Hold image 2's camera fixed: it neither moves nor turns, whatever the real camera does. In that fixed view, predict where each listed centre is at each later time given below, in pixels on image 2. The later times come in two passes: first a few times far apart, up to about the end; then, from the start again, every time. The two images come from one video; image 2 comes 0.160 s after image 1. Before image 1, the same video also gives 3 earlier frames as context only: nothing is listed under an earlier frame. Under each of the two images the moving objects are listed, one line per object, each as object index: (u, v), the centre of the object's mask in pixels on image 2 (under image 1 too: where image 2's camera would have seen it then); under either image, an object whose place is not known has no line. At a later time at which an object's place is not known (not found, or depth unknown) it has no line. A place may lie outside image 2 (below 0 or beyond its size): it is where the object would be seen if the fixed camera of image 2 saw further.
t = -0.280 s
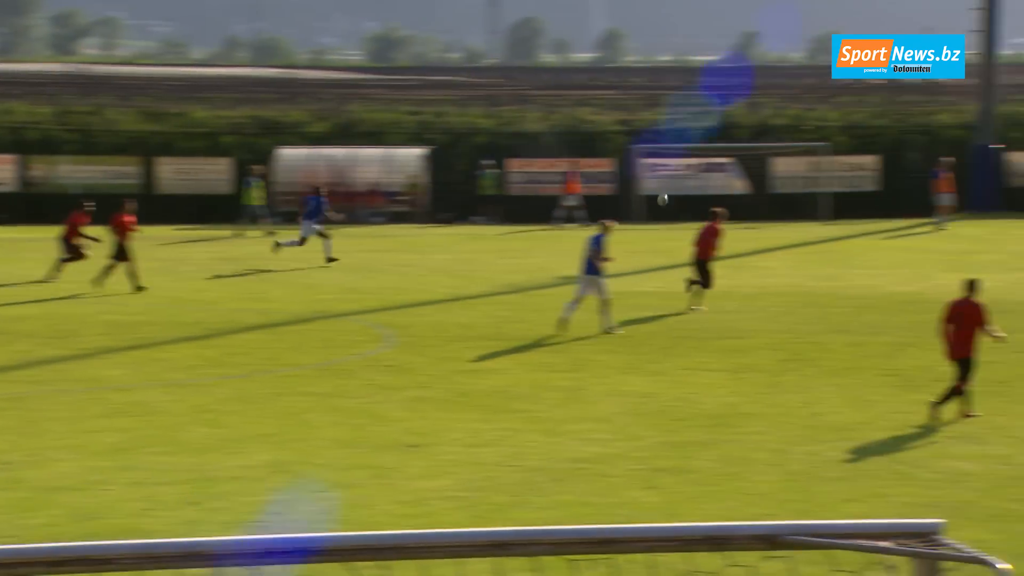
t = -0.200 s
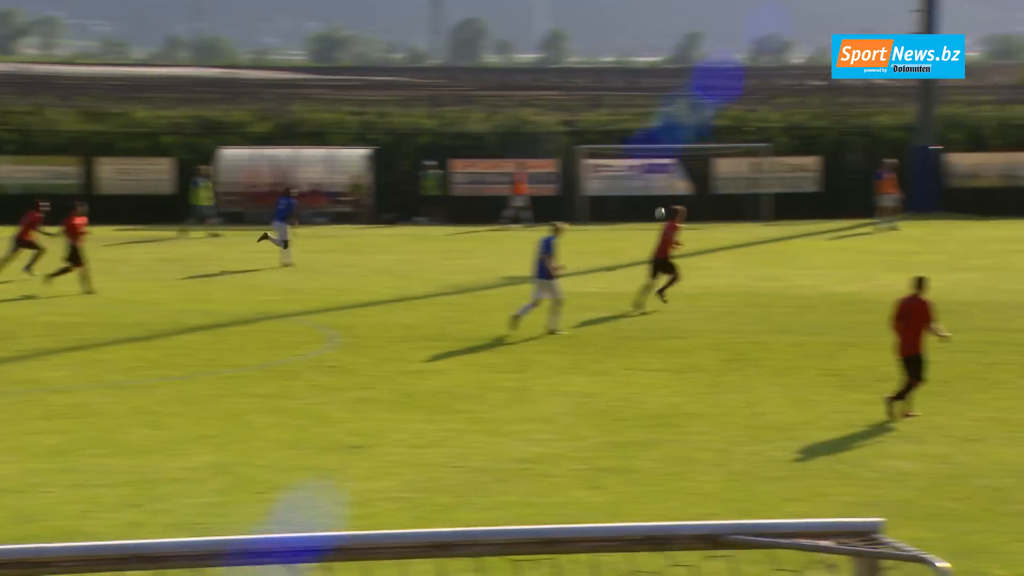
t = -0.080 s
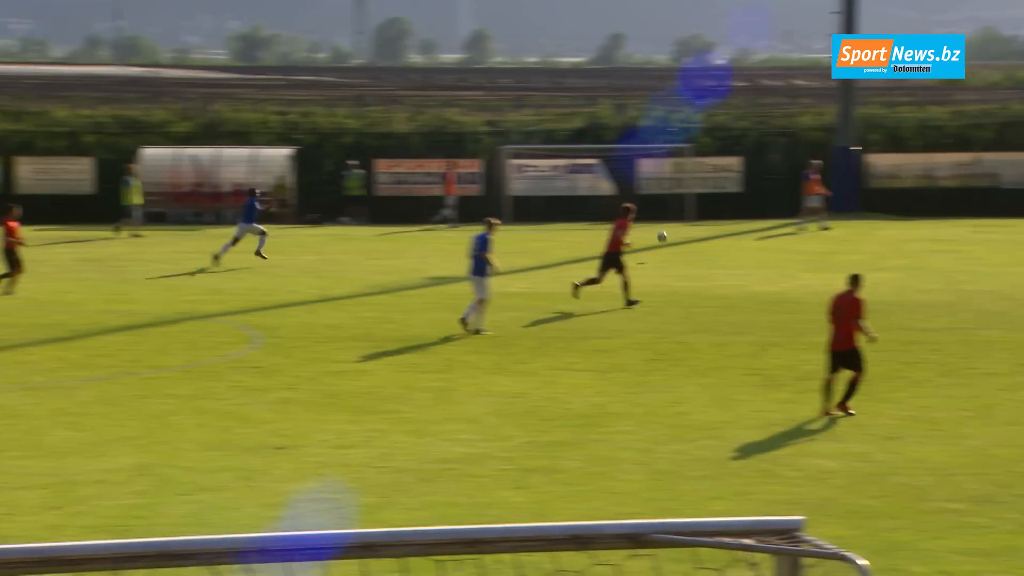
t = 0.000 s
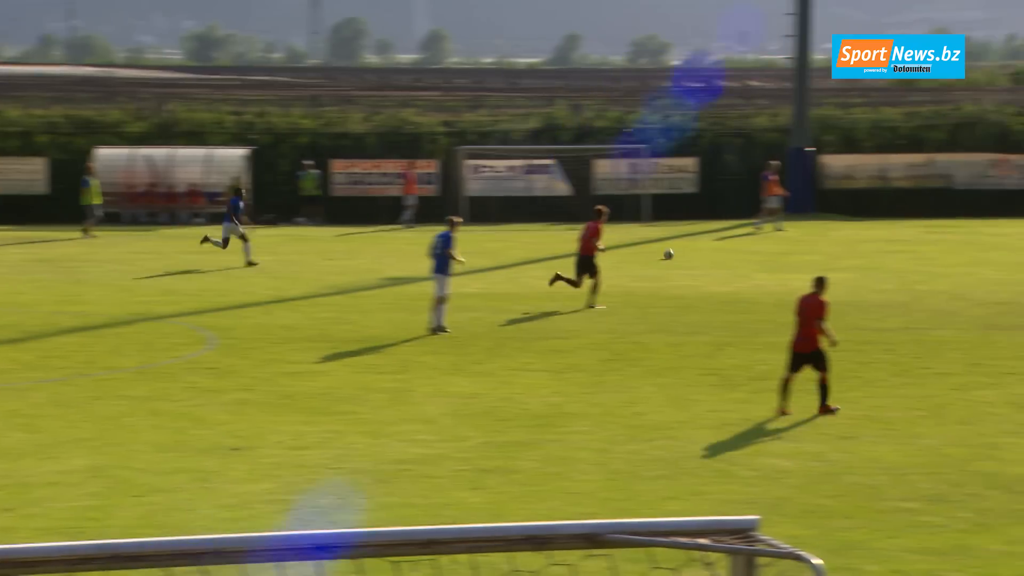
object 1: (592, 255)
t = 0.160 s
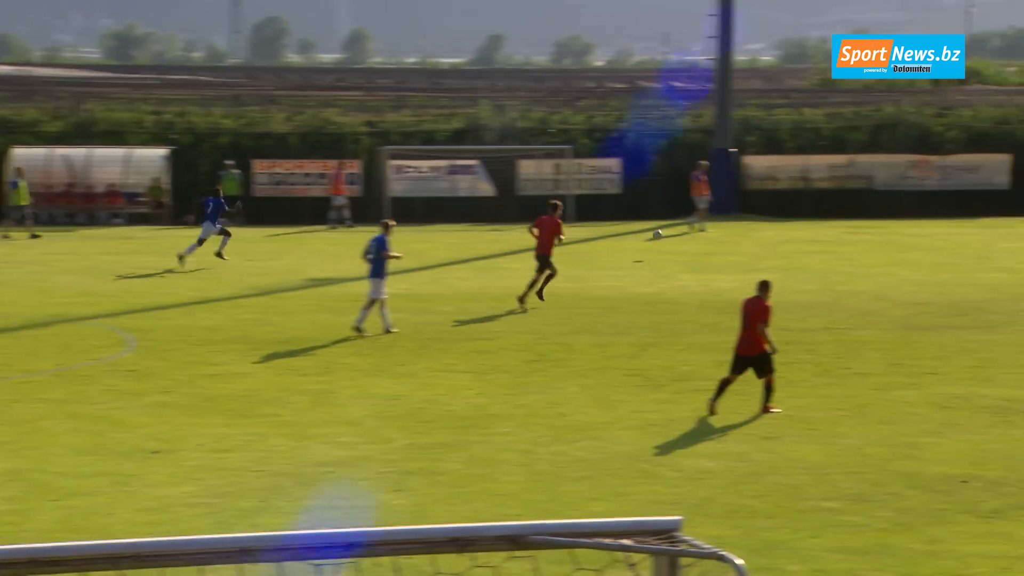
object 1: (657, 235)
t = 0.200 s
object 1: (673, 231)
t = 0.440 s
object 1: (767, 225)
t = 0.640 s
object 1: (843, 241)
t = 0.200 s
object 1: (673, 231)
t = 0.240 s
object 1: (689, 228)
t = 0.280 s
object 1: (704, 226)
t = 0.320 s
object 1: (720, 224)
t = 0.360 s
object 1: (736, 224)
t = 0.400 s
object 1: (752, 224)
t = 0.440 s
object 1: (767, 225)
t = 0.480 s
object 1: (783, 227)
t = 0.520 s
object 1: (798, 229)
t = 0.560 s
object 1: (814, 232)
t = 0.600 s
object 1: (828, 236)
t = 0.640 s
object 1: (843, 241)
